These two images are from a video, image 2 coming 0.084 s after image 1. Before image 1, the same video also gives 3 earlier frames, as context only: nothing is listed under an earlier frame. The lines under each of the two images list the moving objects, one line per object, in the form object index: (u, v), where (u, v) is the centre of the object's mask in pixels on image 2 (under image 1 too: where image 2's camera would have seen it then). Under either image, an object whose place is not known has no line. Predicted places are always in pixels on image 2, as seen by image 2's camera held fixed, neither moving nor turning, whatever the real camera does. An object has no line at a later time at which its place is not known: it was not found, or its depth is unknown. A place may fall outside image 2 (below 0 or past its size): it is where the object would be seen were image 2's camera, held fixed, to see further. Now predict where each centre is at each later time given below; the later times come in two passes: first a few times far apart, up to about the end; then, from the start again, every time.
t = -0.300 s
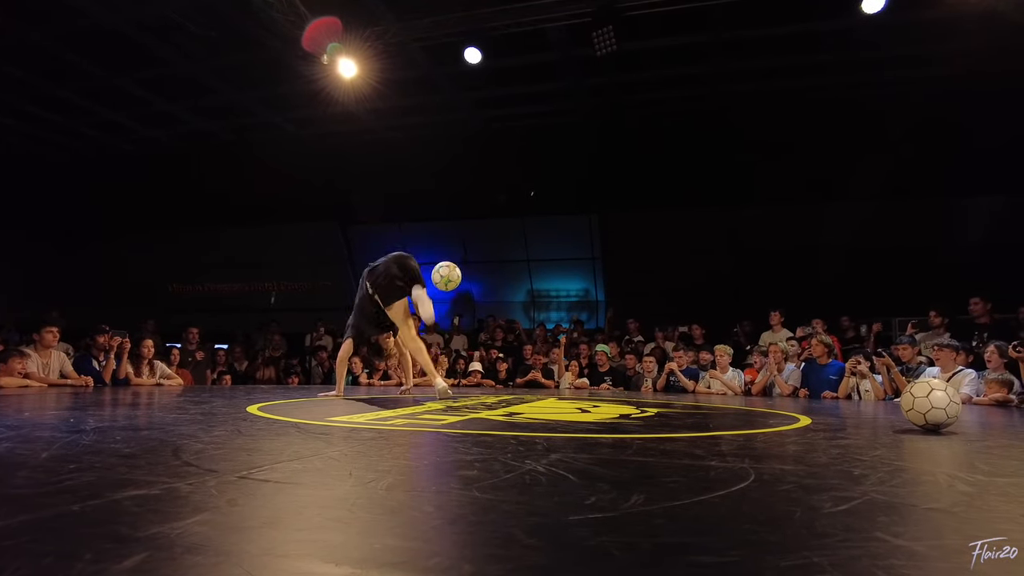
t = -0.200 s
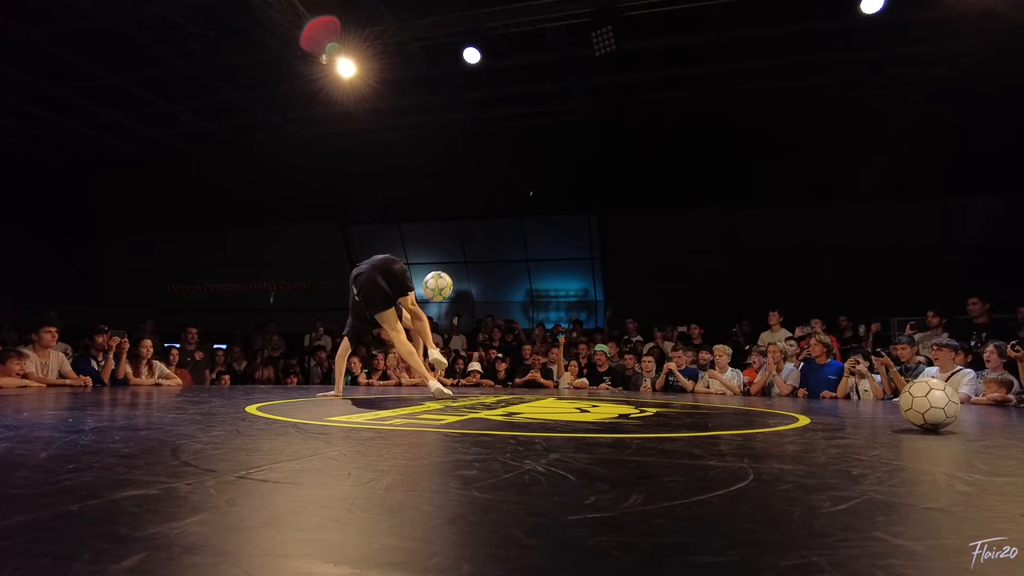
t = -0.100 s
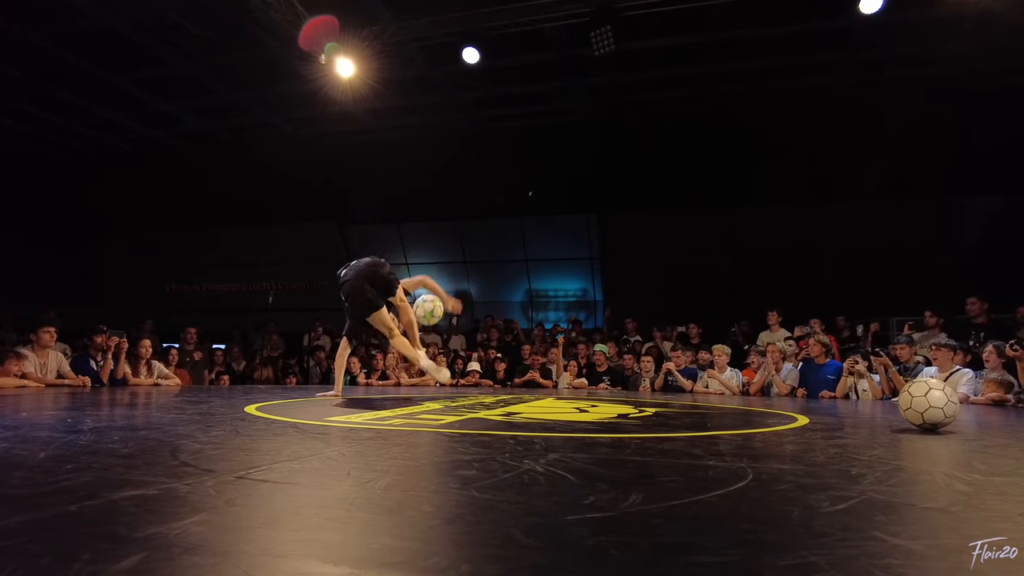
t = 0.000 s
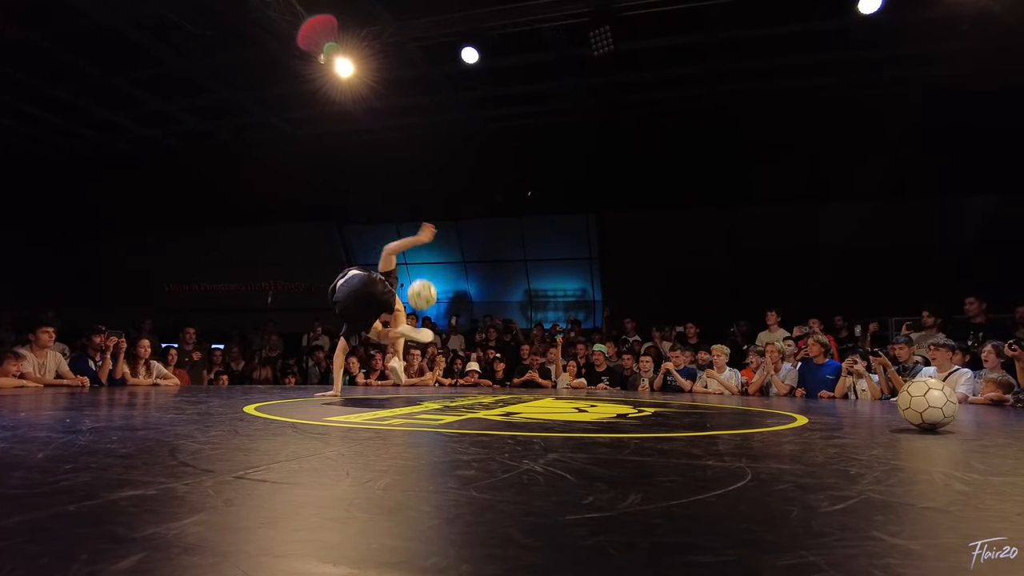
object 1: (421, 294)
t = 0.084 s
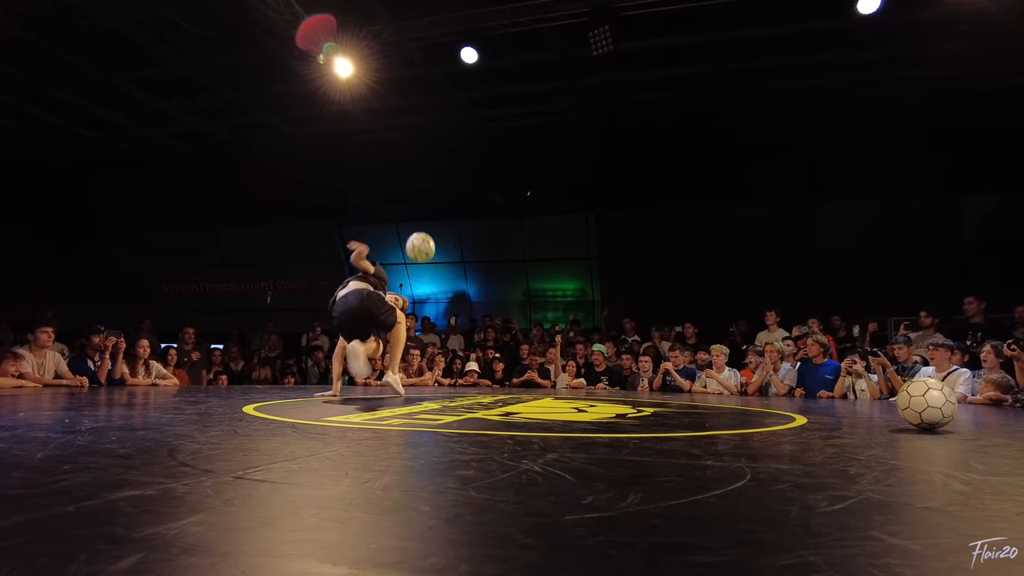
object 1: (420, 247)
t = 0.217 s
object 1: (418, 194)
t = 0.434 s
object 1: (415, 159)
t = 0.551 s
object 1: (412, 162)
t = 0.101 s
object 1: (420, 239)
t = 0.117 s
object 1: (420, 231)
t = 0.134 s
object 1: (419, 224)
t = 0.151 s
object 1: (419, 218)
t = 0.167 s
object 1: (419, 211)
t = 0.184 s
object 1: (419, 205)
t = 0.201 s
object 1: (419, 200)
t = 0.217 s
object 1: (418, 194)
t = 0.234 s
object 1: (418, 190)
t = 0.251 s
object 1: (418, 185)
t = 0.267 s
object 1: (418, 181)
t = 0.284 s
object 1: (417, 177)
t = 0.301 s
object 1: (417, 174)
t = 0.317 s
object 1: (417, 171)
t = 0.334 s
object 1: (416, 168)
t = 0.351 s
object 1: (416, 166)
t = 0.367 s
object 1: (416, 164)
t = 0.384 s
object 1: (416, 162)
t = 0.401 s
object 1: (415, 161)
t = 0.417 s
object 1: (415, 160)
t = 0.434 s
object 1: (415, 159)
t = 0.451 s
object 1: (414, 158)
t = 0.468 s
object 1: (414, 158)
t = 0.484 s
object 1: (413, 158)
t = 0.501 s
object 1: (413, 159)
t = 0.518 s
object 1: (413, 160)
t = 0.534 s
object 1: (412, 161)
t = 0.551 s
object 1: (412, 162)
